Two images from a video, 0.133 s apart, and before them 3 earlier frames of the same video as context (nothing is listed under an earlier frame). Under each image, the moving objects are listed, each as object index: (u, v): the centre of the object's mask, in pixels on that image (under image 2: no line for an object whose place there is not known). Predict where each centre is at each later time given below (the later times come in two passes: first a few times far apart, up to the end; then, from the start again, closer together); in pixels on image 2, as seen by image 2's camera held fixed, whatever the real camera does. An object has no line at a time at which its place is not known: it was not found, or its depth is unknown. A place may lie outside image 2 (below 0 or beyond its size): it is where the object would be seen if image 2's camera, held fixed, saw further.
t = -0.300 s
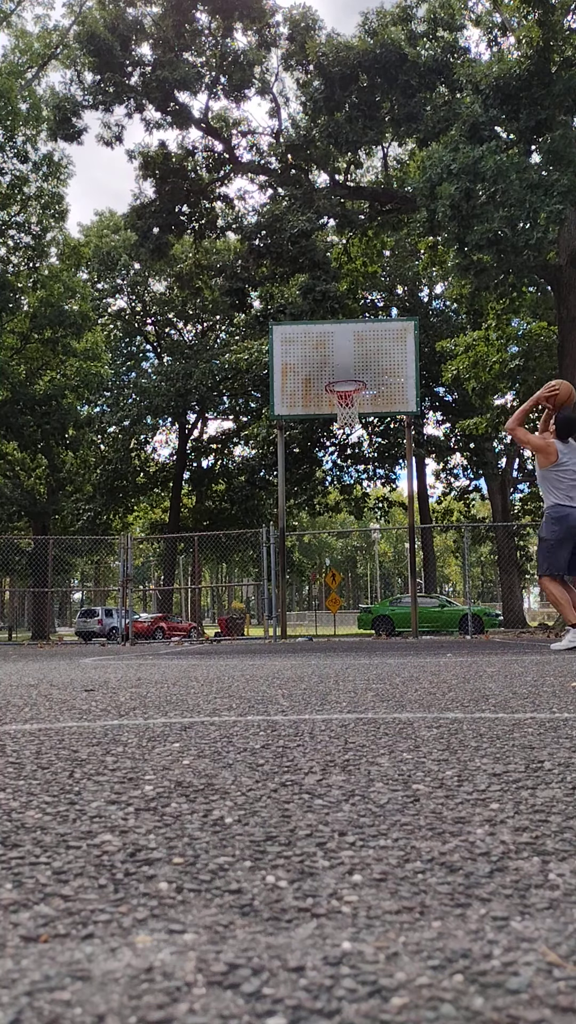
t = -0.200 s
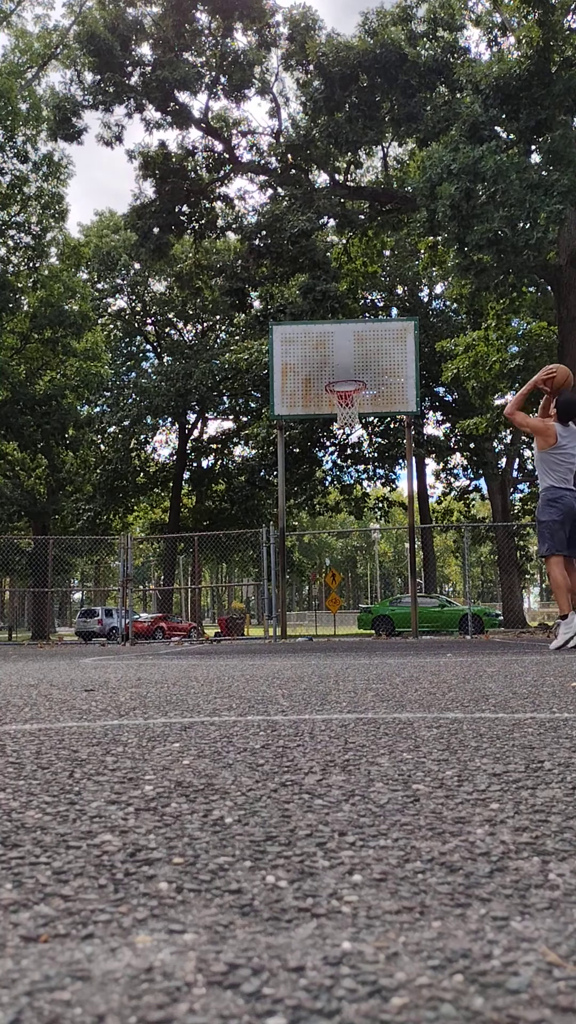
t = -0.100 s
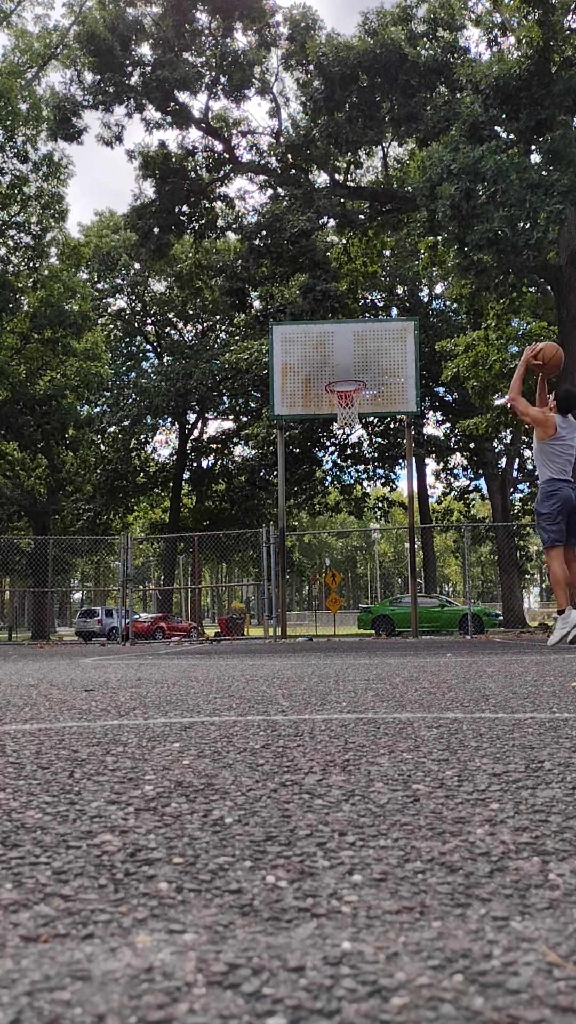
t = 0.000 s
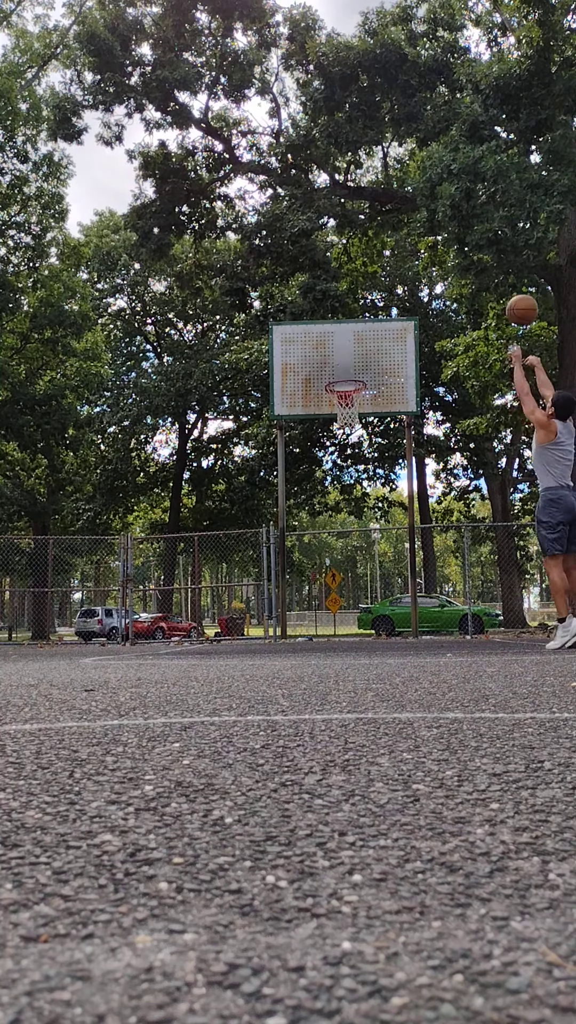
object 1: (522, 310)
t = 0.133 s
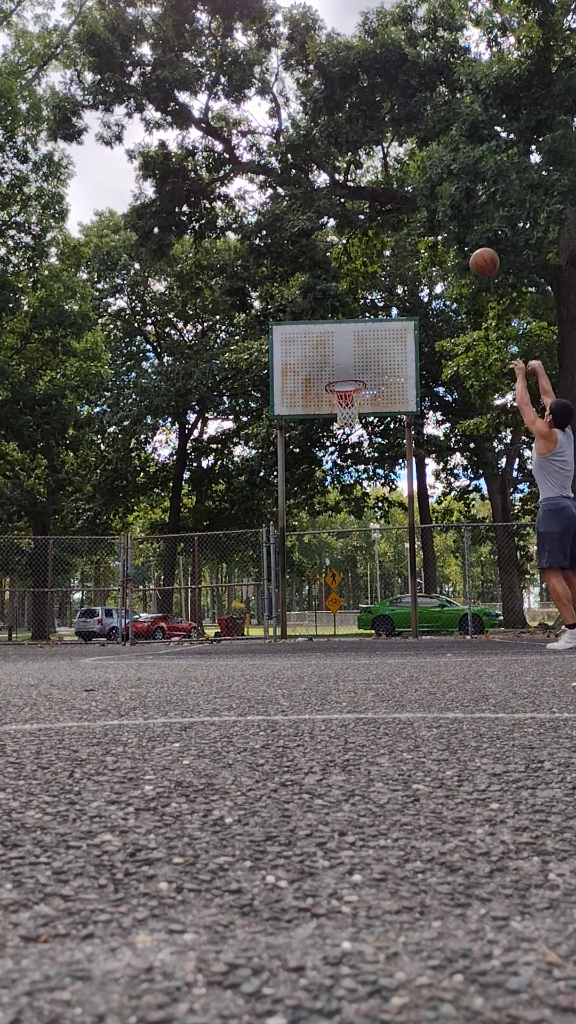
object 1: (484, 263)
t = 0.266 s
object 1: (452, 240)
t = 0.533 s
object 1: (402, 250)
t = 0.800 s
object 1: (365, 316)
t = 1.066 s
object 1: (341, 419)
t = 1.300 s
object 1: (332, 454)
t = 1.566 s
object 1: (326, 546)
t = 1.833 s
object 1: (324, 597)
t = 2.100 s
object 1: (330, 517)
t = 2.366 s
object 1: (336, 493)
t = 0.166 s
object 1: (476, 255)
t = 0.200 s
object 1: (468, 248)
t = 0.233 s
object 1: (460, 244)
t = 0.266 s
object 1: (452, 240)
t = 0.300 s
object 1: (445, 237)
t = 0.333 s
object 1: (439, 236)
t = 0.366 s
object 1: (432, 236)
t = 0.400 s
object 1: (426, 237)
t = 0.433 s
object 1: (419, 239)
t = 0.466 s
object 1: (413, 242)
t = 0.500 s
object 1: (408, 244)
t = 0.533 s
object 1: (402, 250)
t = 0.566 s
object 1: (397, 255)
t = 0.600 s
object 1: (392, 262)
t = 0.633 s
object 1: (387, 269)
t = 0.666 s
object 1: (383, 277)
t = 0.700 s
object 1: (377, 286)
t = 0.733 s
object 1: (373, 296)
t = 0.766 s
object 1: (369, 305)
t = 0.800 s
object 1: (365, 316)
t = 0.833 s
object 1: (361, 327)
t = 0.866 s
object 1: (357, 339)
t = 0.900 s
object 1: (353, 352)
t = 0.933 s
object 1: (350, 366)
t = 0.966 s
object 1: (346, 379)
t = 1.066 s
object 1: (341, 419)
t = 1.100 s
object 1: (337, 419)
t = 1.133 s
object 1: (336, 422)
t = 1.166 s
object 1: (335, 427)
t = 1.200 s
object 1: (334, 433)
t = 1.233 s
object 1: (333, 439)
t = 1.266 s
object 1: (332, 446)
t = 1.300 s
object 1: (332, 454)
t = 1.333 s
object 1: (331, 463)
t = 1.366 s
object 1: (330, 472)
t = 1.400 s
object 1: (329, 483)
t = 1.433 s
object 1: (329, 494)
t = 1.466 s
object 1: (328, 506)
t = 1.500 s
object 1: (328, 518)
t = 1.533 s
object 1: (327, 531)
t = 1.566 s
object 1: (326, 546)
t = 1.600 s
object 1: (326, 561)
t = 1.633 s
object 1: (324, 577)
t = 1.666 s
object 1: (324, 594)
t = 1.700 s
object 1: (324, 611)
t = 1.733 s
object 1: (324, 629)
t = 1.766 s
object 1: (324, 626)
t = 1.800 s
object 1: (324, 611)
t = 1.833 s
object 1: (324, 597)
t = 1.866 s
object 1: (325, 584)
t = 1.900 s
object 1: (325, 572)
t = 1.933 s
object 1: (326, 560)
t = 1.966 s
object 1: (327, 551)
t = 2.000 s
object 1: (328, 540)
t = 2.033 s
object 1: (328, 532)
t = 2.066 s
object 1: (328, 525)
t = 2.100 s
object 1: (330, 517)
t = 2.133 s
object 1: (330, 512)
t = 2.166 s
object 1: (331, 507)
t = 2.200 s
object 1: (332, 502)
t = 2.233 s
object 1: (332, 499)
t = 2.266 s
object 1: (333, 498)
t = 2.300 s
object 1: (334, 494)
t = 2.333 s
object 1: (335, 494)
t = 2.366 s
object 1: (336, 493)
